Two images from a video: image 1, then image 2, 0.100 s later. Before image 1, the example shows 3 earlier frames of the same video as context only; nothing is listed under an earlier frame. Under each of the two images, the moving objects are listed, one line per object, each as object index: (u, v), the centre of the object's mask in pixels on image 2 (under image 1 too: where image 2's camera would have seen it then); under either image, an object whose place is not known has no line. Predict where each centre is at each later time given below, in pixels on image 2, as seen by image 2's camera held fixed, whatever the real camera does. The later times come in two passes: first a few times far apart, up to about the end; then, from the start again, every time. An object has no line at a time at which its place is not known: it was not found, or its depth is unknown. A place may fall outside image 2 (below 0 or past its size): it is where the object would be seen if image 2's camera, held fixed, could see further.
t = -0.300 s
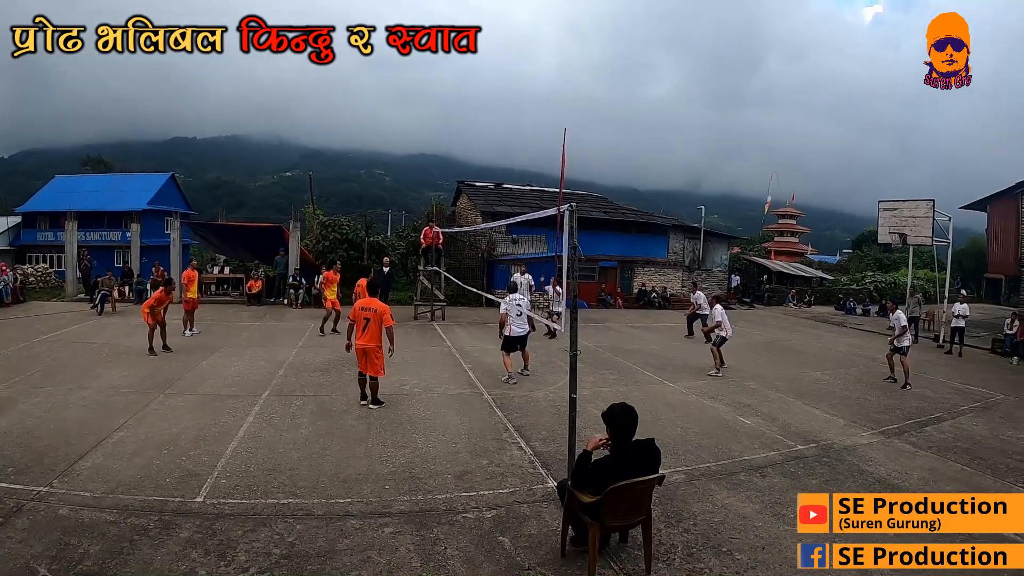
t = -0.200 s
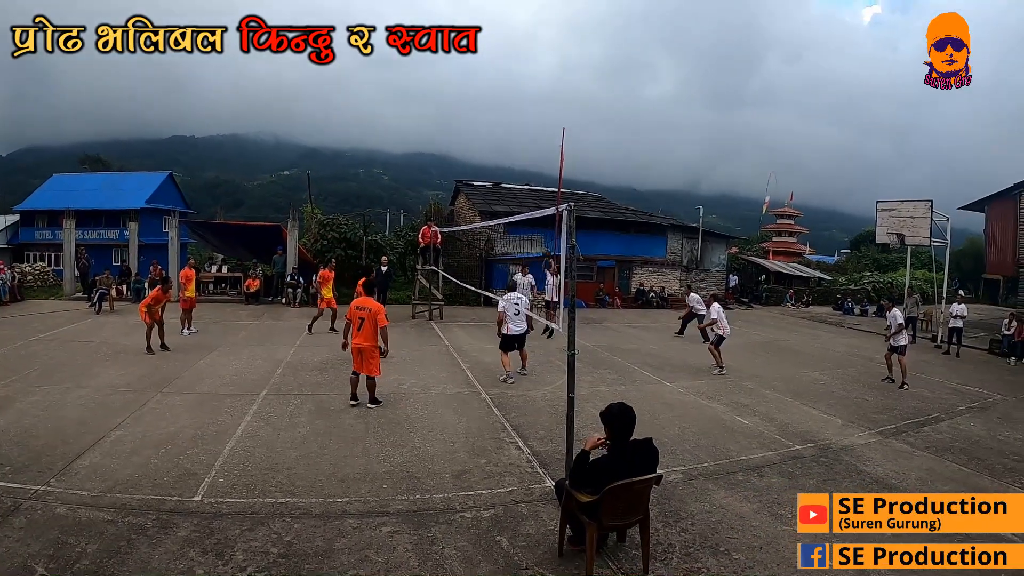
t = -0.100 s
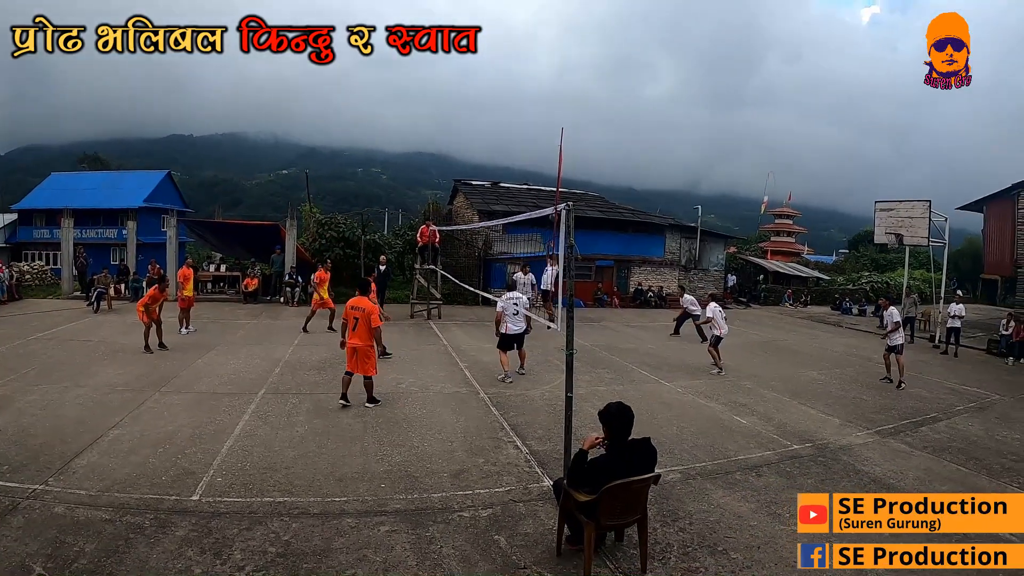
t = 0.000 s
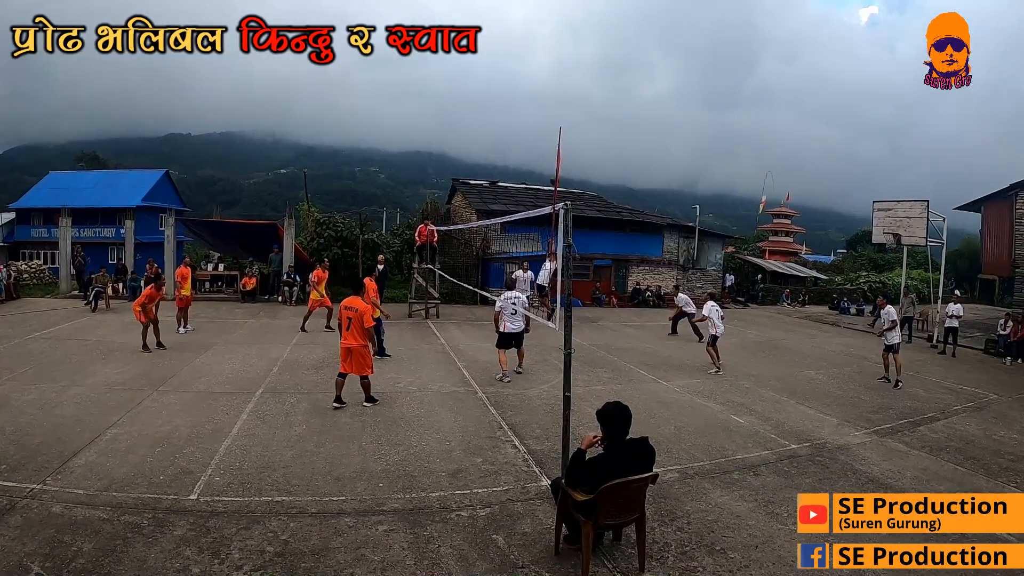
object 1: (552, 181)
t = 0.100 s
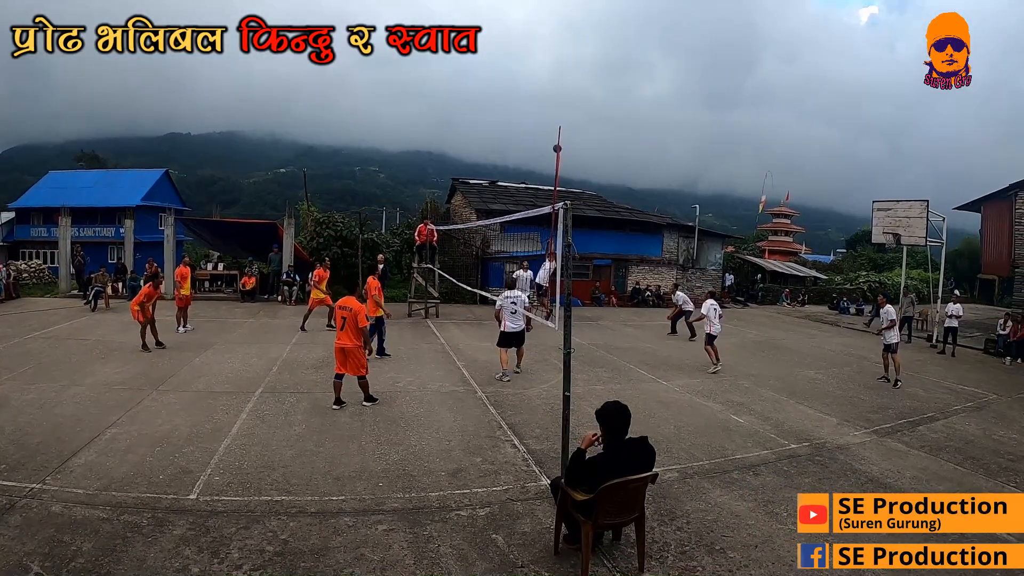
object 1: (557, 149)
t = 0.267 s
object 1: (561, 106)
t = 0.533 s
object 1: (568, 64)
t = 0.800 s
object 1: (574, 52)
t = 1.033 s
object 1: (578, 63)
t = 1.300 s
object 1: (582, 101)
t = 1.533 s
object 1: (584, 156)
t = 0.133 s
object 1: (558, 139)
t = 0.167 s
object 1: (559, 130)
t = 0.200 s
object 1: (560, 121)
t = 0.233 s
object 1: (561, 113)
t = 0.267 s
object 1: (561, 106)
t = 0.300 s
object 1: (562, 99)
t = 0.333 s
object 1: (563, 92)
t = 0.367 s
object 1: (564, 87)
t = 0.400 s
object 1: (565, 81)
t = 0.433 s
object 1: (565, 76)
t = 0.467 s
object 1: (566, 72)
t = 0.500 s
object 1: (567, 68)
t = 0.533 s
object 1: (568, 64)
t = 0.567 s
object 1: (569, 61)
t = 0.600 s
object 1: (570, 59)
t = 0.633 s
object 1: (570, 57)
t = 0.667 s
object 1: (571, 55)
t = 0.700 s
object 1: (572, 53)
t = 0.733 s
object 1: (573, 53)
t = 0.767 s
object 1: (573, 52)
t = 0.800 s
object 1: (574, 52)
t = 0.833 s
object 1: (575, 52)
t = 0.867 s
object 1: (575, 53)
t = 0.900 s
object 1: (576, 54)
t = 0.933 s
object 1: (577, 56)
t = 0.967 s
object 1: (577, 58)
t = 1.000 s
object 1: (577, 60)
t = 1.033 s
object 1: (578, 63)
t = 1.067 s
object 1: (579, 66)
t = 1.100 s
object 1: (579, 70)
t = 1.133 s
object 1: (579, 74)
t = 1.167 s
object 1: (581, 78)
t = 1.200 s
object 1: (581, 83)
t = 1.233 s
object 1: (581, 88)
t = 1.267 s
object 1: (582, 94)
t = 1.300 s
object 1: (582, 101)
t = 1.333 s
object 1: (582, 107)
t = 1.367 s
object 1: (583, 114)
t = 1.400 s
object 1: (583, 122)
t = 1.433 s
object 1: (583, 130)
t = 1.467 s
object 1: (583, 138)
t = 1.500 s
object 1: (584, 147)
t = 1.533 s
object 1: (584, 156)
